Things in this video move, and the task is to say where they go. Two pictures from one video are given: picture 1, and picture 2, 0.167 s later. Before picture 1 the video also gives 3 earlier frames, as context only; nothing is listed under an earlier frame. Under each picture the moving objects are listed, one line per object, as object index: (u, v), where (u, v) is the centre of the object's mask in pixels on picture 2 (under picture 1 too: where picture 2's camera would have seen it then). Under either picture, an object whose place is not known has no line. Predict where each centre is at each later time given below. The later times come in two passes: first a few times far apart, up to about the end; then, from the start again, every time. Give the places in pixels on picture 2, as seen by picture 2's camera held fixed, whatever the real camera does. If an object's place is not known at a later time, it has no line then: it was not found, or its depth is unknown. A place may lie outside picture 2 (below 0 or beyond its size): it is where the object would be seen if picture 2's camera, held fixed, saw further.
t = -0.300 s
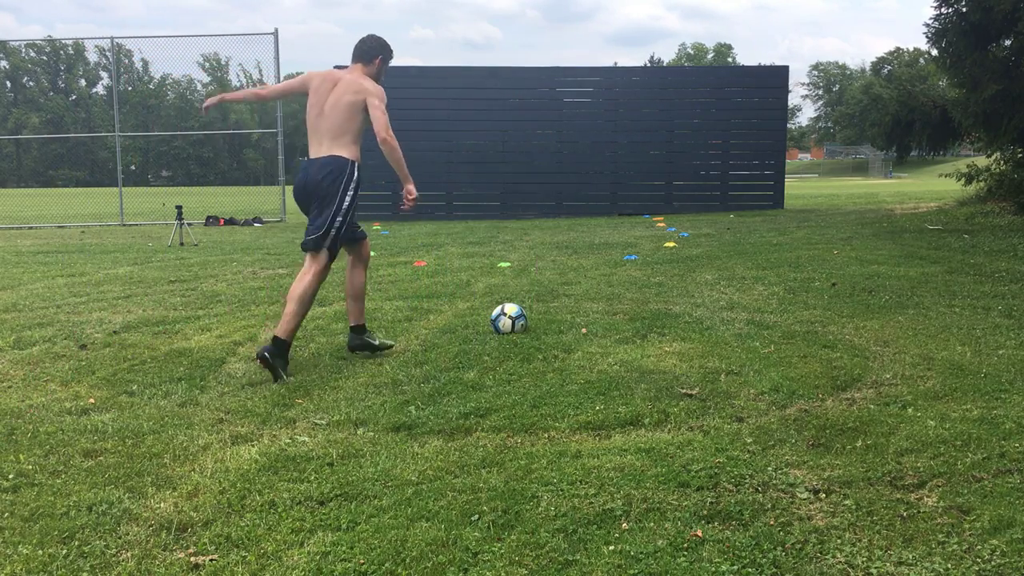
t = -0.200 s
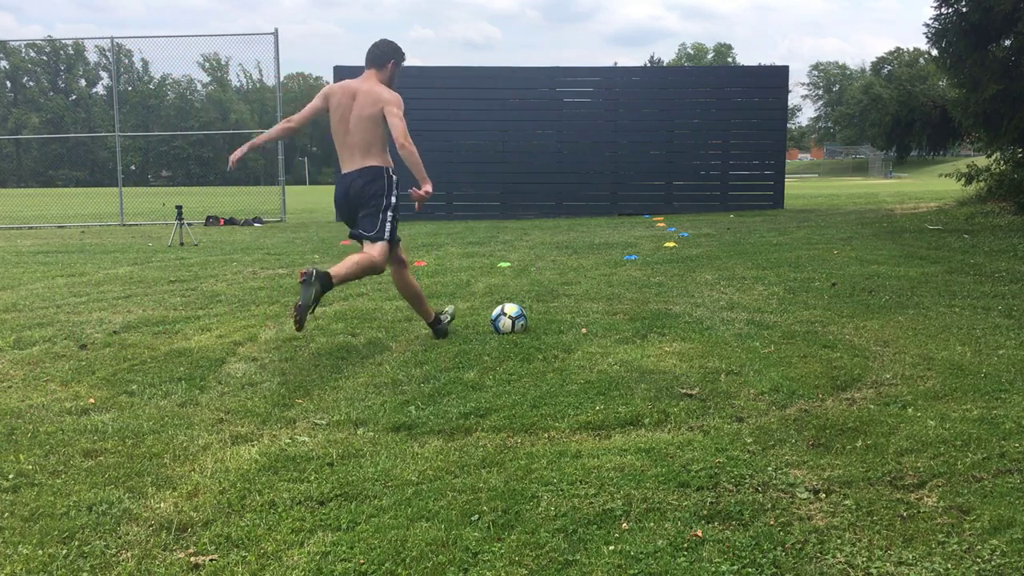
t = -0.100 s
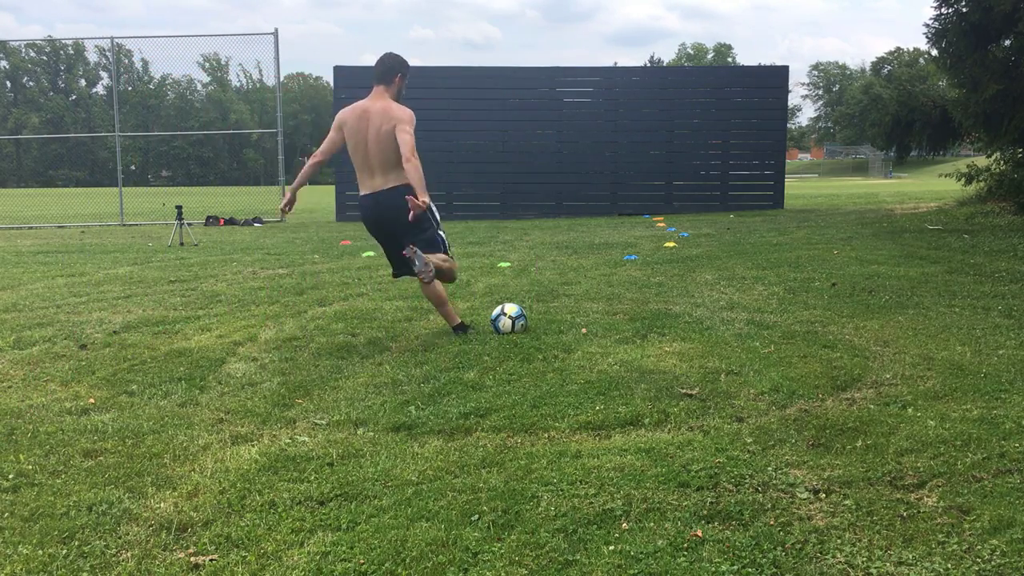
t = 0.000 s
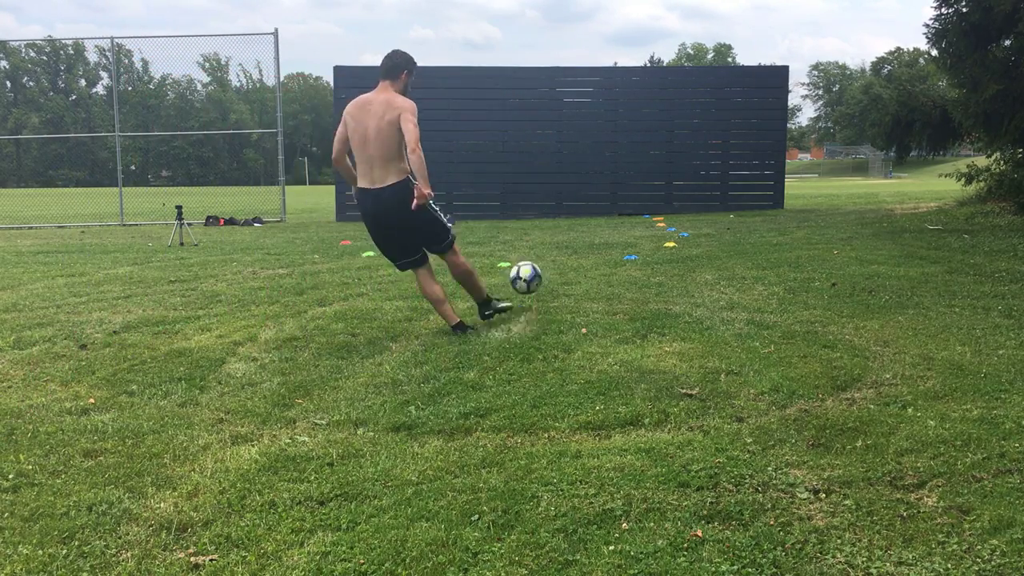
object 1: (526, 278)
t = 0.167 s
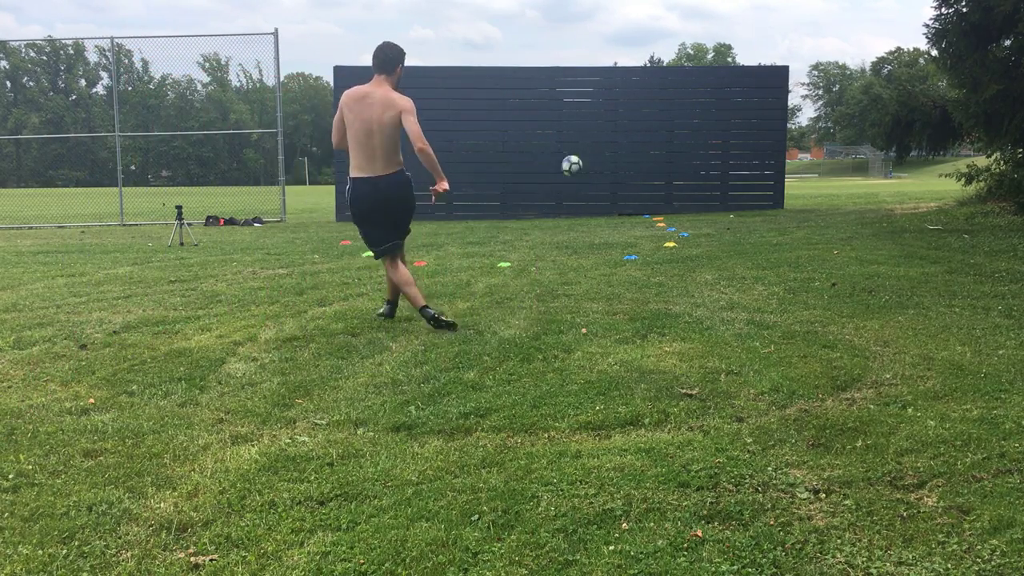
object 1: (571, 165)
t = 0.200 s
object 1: (578, 153)
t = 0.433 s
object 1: (615, 123)
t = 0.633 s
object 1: (641, 131)
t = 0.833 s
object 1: (689, 163)
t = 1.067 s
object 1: (761, 222)
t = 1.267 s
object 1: (820, 189)
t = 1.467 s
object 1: (895, 192)
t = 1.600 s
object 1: (957, 221)
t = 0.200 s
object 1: (578, 153)
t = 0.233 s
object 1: (584, 146)
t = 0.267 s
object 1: (590, 139)
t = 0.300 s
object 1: (595, 134)
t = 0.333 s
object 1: (601, 130)
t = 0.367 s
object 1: (606, 128)
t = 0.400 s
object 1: (610, 125)
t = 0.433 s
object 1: (615, 123)
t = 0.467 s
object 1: (619, 124)
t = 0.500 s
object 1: (623, 124)
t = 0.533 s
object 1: (627, 126)
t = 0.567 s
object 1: (630, 128)
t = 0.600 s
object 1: (635, 129)
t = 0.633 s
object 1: (641, 131)
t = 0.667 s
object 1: (648, 135)
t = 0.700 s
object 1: (656, 138)
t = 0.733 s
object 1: (664, 143)
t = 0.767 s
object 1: (671, 148)
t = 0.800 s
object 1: (680, 155)
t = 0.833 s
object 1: (689, 163)
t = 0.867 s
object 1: (698, 172)
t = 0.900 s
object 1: (708, 181)
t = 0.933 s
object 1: (718, 192)
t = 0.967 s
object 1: (730, 204)
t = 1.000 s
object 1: (741, 219)
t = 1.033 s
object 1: (752, 228)
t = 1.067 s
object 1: (761, 222)
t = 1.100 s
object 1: (770, 215)
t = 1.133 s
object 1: (779, 208)
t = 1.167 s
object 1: (789, 202)
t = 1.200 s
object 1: (799, 197)
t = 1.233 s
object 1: (809, 193)
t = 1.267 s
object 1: (820, 189)
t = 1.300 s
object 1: (831, 187)
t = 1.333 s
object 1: (843, 186)
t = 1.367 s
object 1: (855, 185)
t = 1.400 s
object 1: (867, 186)
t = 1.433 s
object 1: (881, 189)
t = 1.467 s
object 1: (895, 192)
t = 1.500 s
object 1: (909, 197)
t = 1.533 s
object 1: (924, 203)
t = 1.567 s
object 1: (940, 212)
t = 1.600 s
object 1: (957, 221)
